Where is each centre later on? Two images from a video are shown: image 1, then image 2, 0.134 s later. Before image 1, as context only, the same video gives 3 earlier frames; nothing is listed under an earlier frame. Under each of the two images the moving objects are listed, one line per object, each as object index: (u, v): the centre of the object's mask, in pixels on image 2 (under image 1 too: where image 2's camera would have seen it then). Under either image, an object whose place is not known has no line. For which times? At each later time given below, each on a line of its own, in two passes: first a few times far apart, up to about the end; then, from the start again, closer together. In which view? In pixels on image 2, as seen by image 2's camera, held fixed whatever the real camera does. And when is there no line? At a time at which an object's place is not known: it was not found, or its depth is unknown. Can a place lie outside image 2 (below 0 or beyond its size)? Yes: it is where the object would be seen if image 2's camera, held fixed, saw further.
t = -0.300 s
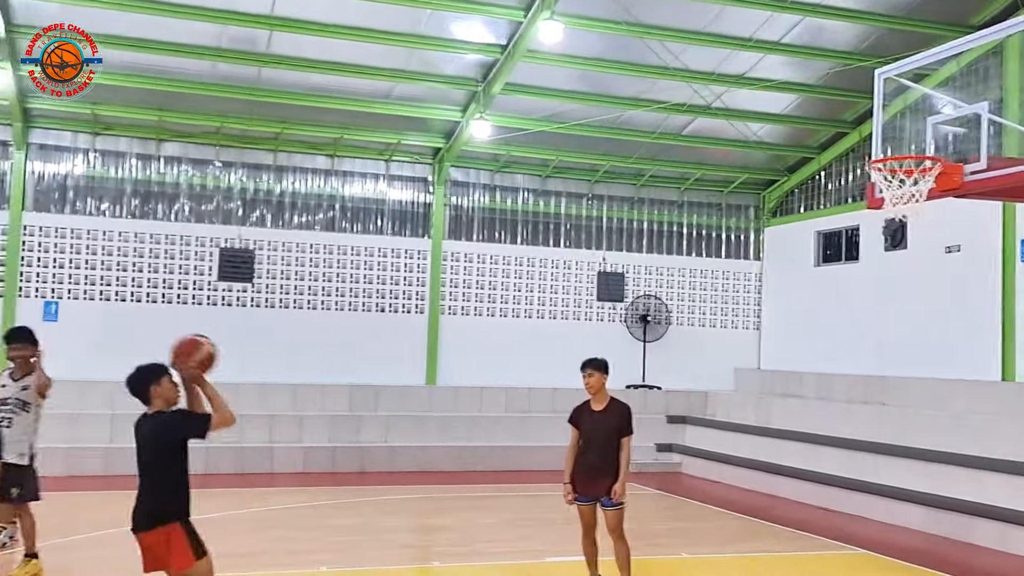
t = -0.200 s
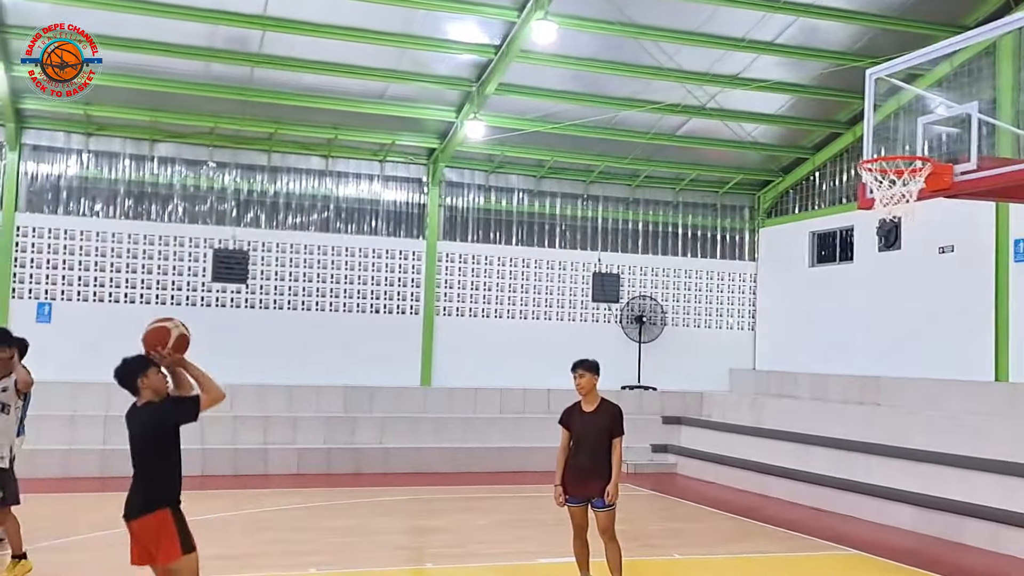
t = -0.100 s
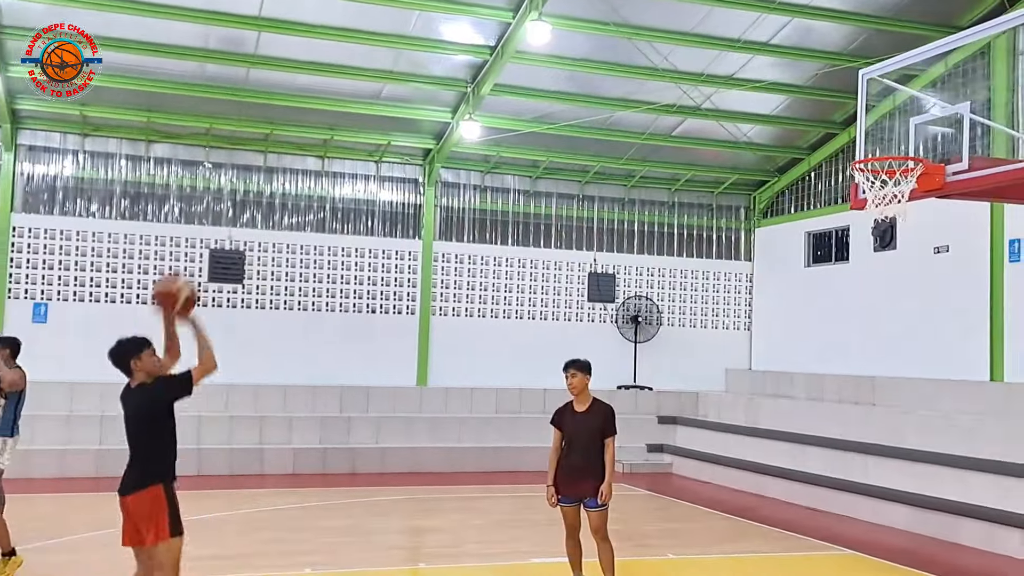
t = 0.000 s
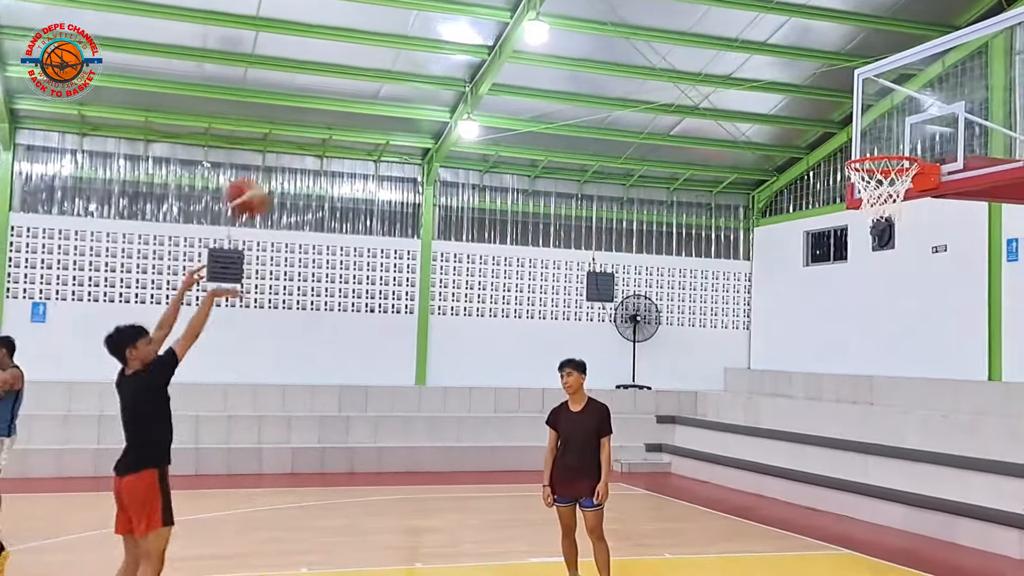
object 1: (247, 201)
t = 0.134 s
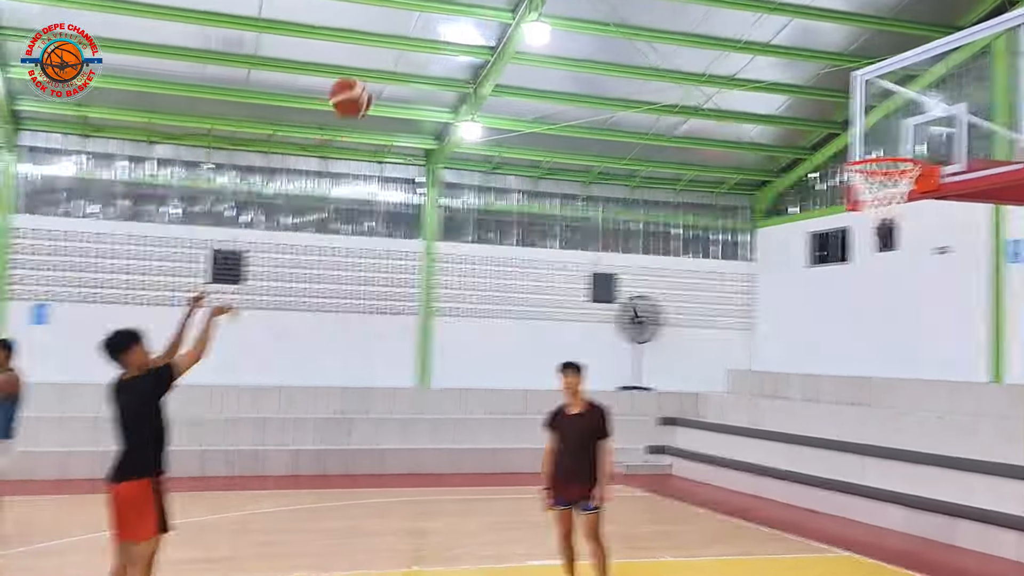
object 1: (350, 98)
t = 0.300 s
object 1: (468, 19)
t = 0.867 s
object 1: (802, 84)
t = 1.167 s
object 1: (898, 130)
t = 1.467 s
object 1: (873, 100)
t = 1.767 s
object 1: (874, 143)
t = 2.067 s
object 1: (883, 143)
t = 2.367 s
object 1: (890, 175)
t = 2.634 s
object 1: (875, 205)
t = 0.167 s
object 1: (374, 79)
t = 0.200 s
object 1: (399, 61)
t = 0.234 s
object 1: (422, 44)
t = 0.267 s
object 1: (443, 32)
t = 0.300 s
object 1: (468, 19)
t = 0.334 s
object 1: (489, 11)
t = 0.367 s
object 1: (514, 7)
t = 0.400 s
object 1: (532, 2)
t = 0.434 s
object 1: (555, -1)
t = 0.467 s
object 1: (577, -4)
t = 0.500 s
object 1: (600, -5)
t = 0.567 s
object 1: (637, -6)
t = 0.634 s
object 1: (675, 1)
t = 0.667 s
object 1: (694, 9)
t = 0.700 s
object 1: (712, 18)
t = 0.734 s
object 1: (731, 26)
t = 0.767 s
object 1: (748, 40)
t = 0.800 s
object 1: (767, 54)
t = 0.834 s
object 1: (784, 69)
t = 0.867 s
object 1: (802, 84)
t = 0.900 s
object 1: (819, 102)
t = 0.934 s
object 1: (834, 120)
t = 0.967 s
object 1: (854, 142)
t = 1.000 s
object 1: (868, 146)
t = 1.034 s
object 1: (879, 146)
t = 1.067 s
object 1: (891, 147)
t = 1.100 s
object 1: (903, 149)
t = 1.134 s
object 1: (901, 142)
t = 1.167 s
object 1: (898, 130)
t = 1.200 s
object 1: (896, 122)
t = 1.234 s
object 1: (893, 113)
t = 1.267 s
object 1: (890, 108)
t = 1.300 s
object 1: (887, 102)
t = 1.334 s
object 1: (883, 98)
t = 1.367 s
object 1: (881, 96)
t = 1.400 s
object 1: (879, 97)
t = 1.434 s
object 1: (876, 98)
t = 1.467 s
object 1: (873, 100)
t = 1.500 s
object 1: (870, 104)
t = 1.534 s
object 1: (866, 110)
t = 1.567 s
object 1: (863, 117)
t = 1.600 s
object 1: (860, 125)
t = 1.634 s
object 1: (856, 136)
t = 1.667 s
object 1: (853, 146)
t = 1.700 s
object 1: (859, 146)
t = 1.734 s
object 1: (866, 144)
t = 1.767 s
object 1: (874, 143)
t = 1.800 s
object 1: (880, 143)
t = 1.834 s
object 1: (887, 144)
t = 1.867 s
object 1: (895, 146)
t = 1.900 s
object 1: (902, 149)
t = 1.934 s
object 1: (902, 148)
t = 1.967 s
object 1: (898, 146)
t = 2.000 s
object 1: (892, 144)
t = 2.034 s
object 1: (888, 143)
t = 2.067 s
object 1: (883, 143)
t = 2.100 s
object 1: (879, 144)
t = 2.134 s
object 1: (873, 146)
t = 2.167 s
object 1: (868, 148)
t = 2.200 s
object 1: (870, 149)
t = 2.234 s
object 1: (874, 149)
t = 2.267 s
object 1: (877, 151)
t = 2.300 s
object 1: (880, 152)
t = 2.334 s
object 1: (883, 168)
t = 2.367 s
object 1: (890, 175)
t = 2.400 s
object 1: (880, 173)
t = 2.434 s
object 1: (904, 176)
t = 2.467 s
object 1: (901, 190)
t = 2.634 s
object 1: (875, 205)
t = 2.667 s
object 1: (870, 217)
